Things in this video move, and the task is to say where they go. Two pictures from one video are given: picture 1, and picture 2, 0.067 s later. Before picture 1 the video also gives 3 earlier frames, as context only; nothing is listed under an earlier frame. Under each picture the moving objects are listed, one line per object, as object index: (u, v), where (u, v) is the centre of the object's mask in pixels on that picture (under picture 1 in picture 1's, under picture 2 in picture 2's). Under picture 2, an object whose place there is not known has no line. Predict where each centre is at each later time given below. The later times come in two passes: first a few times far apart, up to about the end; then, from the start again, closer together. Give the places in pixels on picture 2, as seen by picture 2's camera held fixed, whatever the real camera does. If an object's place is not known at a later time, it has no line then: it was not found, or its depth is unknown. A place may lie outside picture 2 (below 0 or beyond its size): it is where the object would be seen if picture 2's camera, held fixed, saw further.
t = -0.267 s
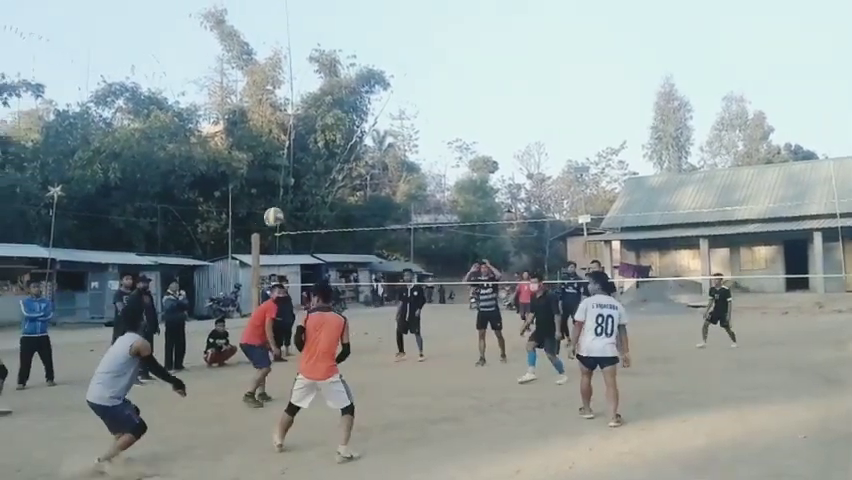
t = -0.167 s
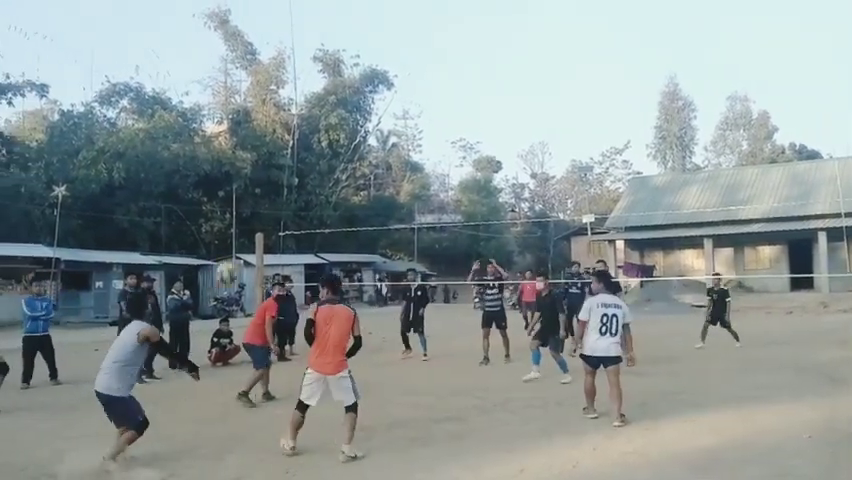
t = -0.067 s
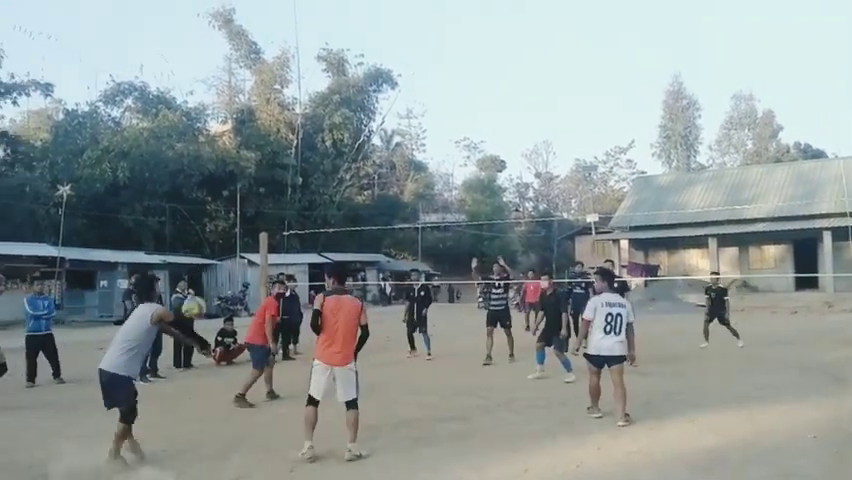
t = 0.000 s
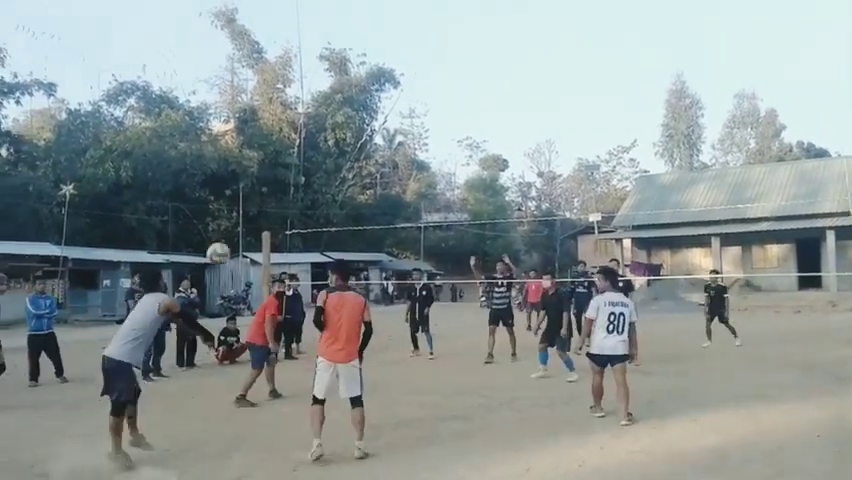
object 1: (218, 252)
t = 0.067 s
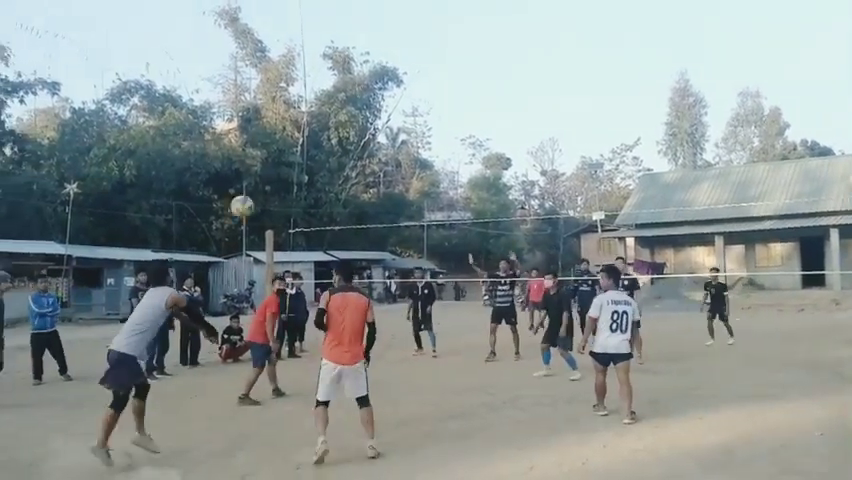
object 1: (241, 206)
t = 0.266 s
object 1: (296, 101)
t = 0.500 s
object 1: (355, 38)
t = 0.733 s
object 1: (409, 28)
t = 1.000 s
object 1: (464, 71)
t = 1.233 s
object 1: (510, 158)
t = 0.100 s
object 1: (251, 185)
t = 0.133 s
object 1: (260, 166)
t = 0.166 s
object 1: (270, 147)
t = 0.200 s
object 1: (276, 132)
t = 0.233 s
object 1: (286, 114)
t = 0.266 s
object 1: (296, 101)
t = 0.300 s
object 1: (306, 89)
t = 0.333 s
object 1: (314, 78)
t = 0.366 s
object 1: (322, 67)
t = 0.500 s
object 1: (355, 38)
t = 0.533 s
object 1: (362, 33)
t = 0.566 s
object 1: (370, 29)
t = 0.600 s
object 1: (377, 26)
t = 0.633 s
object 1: (386, 26)
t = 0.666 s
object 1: (394, 26)
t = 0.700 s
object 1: (402, 27)
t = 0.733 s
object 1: (409, 28)
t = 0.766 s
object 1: (415, 30)
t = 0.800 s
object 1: (423, 32)
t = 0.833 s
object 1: (431, 37)
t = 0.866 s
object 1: (438, 42)
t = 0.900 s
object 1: (444, 47)
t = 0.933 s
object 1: (452, 55)
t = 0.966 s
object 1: (457, 63)
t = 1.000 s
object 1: (464, 71)
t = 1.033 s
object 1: (471, 81)
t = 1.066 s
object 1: (478, 92)
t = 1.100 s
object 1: (485, 103)
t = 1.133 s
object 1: (492, 114)
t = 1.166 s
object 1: (498, 127)
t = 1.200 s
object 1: (504, 141)
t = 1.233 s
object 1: (510, 158)
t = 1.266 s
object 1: (516, 170)
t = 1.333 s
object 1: (526, 202)
